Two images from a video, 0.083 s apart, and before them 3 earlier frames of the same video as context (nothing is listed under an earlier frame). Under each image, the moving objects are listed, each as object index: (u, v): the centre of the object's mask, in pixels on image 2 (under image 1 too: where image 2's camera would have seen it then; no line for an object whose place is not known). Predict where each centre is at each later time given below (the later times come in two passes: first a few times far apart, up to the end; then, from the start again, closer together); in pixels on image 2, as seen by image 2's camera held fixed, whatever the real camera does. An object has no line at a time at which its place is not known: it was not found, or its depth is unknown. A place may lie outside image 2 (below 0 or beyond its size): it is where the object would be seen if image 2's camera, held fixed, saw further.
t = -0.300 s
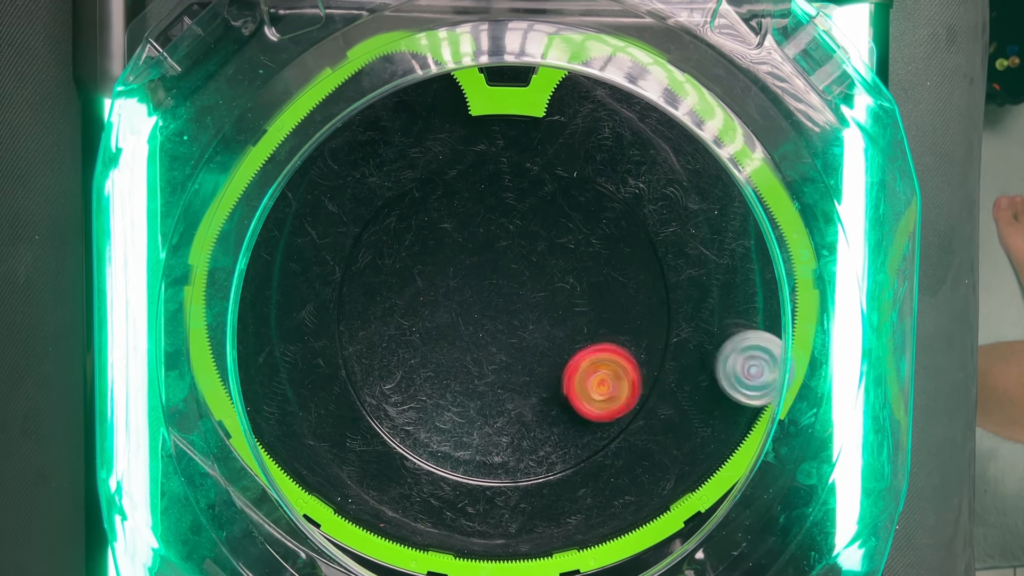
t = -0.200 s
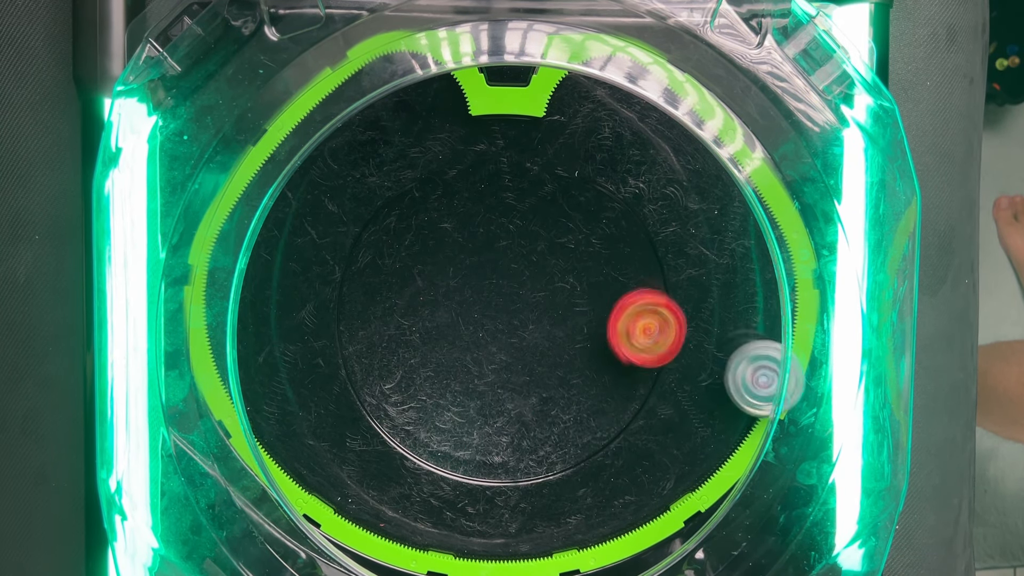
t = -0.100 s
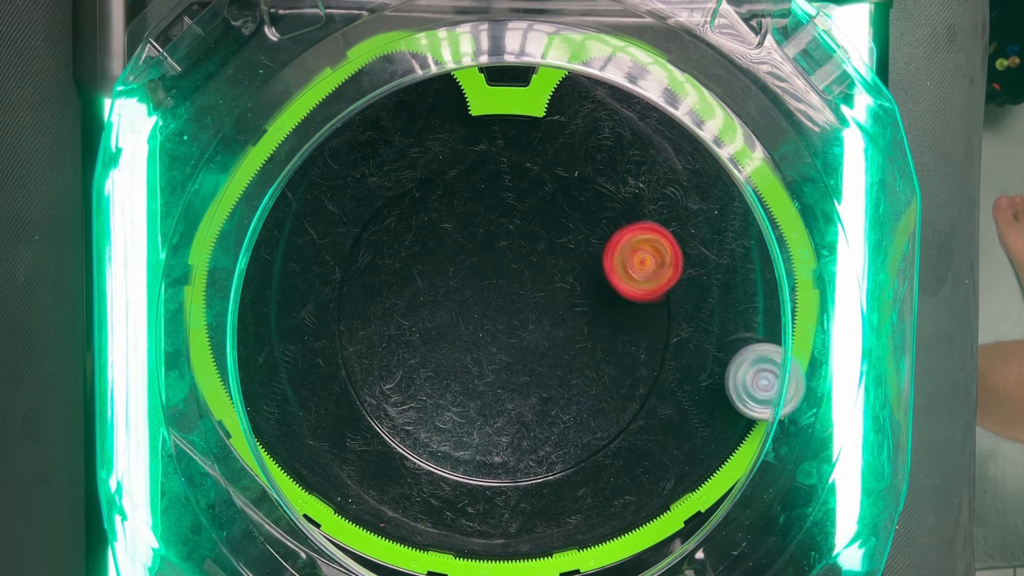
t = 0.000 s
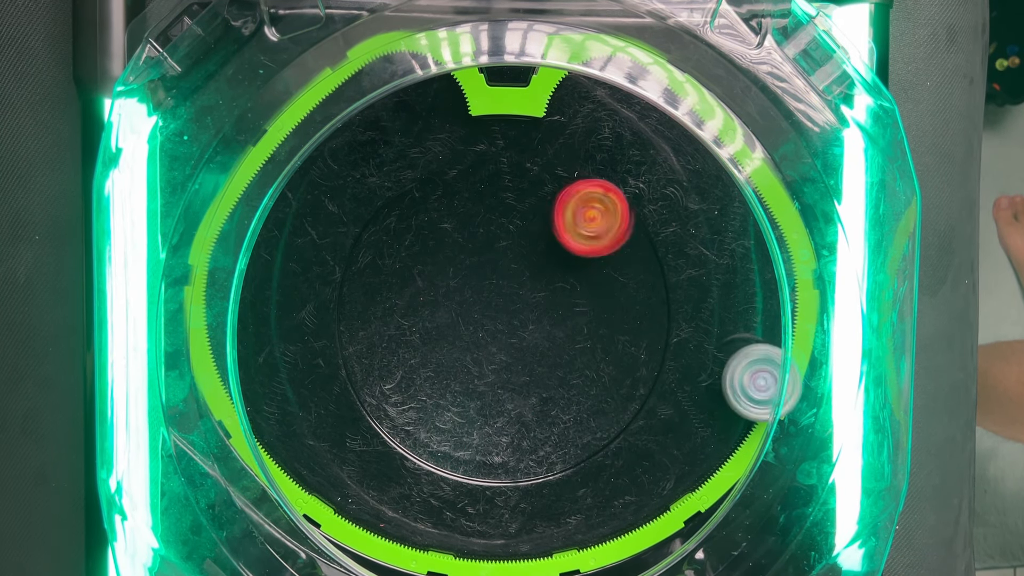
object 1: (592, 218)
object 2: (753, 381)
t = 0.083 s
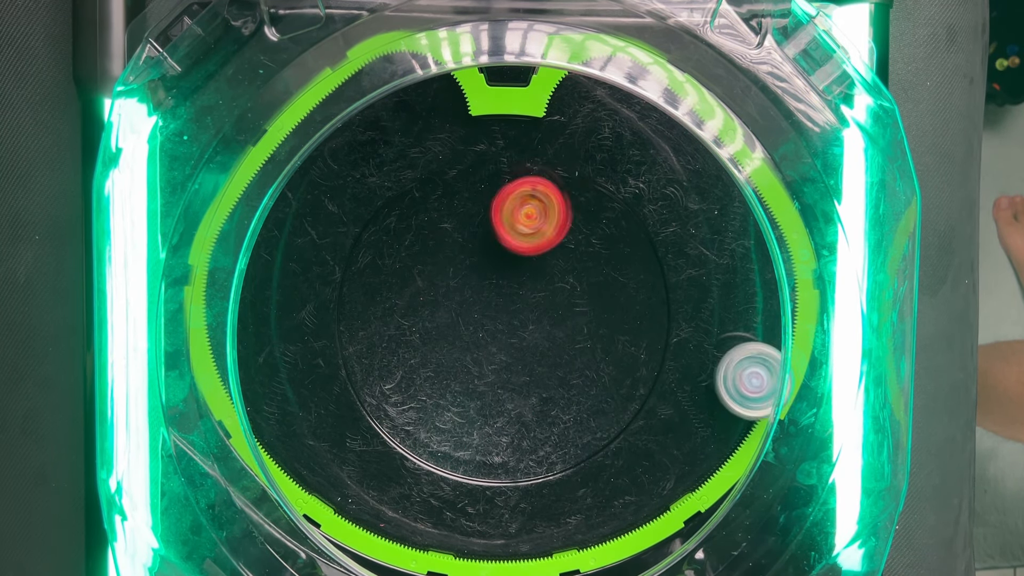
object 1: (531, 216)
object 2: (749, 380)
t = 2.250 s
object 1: (504, 393)
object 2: (457, 214)
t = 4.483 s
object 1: (454, 268)
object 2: (572, 284)
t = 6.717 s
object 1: (466, 272)
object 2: (535, 306)
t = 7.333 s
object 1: (466, 272)
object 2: (537, 302)
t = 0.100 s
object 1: (518, 220)
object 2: (747, 379)
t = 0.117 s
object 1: (507, 225)
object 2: (746, 378)
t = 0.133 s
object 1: (496, 232)
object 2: (743, 378)
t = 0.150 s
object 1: (486, 239)
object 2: (741, 377)
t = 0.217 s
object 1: (452, 277)
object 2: (721, 371)
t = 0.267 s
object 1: (436, 310)
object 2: (700, 366)
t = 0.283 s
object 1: (434, 321)
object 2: (692, 364)
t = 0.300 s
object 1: (432, 333)
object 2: (684, 361)
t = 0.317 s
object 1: (433, 345)
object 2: (675, 359)
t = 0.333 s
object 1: (434, 356)
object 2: (666, 356)
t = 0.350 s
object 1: (436, 367)
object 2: (655, 353)
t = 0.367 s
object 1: (440, 378)
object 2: (644, 348)
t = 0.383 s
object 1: (445, 388)
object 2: (632, 342)
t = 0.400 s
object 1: (451, 398)
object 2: (619, 335)
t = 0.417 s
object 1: (458, 407)
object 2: (606, 328)
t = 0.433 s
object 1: (467, 415)
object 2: (592, 321)
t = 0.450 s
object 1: (476, 422)
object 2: (578, 314)
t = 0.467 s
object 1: (486, 428)
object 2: (563, 307)
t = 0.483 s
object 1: (497, 433)
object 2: (546, 301)
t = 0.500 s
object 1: (507, 436)
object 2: (530, 296)
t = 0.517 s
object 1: (519, 438)
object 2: (513, 292)
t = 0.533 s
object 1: (530, 438)
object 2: (496, 289)
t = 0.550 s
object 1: (541, 436)
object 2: (480, 287)
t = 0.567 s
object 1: (551, 433)
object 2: (463, 286)
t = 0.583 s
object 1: (562, 429)
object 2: (447, 287)
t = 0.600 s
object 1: (571, 422)
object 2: (431, 288)
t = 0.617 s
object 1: (580, 416)
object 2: (415, 290)
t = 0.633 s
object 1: (587, 407)
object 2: (400, 293)
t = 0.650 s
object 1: (594, 398)
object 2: (386, 297)
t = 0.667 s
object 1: (599, 387)
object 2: (372, 302)
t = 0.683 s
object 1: (604, 377)
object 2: (360, 308)
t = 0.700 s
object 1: (607, 365)
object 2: (347, 315)
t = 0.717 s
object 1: (609, 354)
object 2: (340, 322)
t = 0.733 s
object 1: (609, 341)
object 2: (339, 329)
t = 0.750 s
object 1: (608, 329)
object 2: (339, 336)
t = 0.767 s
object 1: (605, 316)
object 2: (339, 343)
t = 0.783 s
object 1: (601, 305)
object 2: (339, 349)
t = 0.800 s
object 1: (596, 293)
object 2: (340, 355)
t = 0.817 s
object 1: (590, 281)
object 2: (342, 360)
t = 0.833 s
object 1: (583, 270)
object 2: (344, 365)
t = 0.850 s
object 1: (575, 261)
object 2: (346, 370)
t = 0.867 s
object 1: (565, 252)
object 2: (349, 373)
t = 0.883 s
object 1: (555, 244)
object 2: (352, 376)
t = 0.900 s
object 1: (543, 237)
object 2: (357, 379)
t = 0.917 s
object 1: (532, 231)
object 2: (363, 381)
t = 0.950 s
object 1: (507, 224)
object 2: (374, 385)
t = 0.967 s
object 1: (493, 224)
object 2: (379, 387)
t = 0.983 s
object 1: (480, 223)
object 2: (385, 388)
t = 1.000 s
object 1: (467, 225)
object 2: (390, 388)
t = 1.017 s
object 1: (455, 228)
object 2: (396, 388)
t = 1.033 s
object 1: (443, 233)
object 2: (401, 387)
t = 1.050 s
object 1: (431, 239)
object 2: (407, 386)
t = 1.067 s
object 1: (421, 246)
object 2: (413, 385)
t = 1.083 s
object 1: (410, 254)
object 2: (418, 383)
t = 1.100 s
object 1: (402, 265)
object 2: (425, 380)
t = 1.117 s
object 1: (394, 275)
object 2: (432, 377)
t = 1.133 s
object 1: (389, 286)
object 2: (440, 373)
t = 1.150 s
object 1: (384, 298)
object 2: (448, 368)
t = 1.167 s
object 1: (382, 309)
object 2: (457, 363)
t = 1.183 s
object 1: (381, 322)
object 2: (466, 357)
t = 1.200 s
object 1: (382, 333)
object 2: (475, 351)
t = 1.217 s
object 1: (384, 346)
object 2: (484, 345)
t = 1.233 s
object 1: (388, 357)
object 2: (493, 337)
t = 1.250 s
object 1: (393, 368)
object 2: (503, 329)
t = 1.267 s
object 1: (401, 378)
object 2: (511, 322)
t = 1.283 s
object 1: (409, 388)
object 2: (520, 313)
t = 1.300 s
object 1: (418, 396)
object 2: (528, 305)
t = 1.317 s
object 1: (429, 404)
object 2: (535, 296)
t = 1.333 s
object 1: (440, 409)
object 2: (543, 287)
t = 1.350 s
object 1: (452, 414)
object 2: (549, 278)
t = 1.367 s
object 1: (465, 417)
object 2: (555, 269)
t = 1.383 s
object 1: (478, 418)
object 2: (561, 260)
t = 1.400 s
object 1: (491, 418)
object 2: (566, 251)
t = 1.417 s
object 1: (505, 417)
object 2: (570, 242)
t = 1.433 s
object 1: (518, 415)
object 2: (573, 232)
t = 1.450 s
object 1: (530, 411)
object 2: (576, 224)
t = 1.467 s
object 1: (542, 405)
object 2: (578, 216)
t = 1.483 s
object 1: (554, 399)
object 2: (578, 208)
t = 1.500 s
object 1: (565, 391)
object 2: (578, 201)
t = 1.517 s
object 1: (574, 383)
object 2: (577, 196)
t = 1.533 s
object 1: (583, 374)
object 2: (577, 191)
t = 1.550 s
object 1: (590, 364)
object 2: (576, 187)
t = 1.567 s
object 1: (597, 353)
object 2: (575, 185)
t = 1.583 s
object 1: (601, 341)
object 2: (574, 184)
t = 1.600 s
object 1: (606, 329)
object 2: (573, 183)
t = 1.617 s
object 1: (608, 317)
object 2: (572, 183)
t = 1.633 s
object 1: (610, 304)
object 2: (571, 183)
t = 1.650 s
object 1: (610, 292)
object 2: (569, 184)
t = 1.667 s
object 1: (608, 279)
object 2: (568, 185)
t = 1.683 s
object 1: (606, 267)
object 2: (566, 186)
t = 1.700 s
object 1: (603, 257)
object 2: (564, 186)
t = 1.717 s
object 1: (604, 259)
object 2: (555, 173)
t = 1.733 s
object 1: (604, 262)
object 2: (547, 161)
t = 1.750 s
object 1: (604, 265)
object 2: (538, 151)
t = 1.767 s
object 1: (602, 269)
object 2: (531, 142)
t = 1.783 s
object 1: (599, 272)
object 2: (525, 135)
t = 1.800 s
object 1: (595, 275)
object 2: (519, 130)
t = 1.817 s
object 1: (591, 278)
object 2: (514, 124)
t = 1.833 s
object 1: (586, 281)
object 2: (510, 123)
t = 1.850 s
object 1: (581, 285)
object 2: (506, 126)
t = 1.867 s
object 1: (576, 288)
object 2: (501, 129)
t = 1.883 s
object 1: (569, 292)
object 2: (497, 130)
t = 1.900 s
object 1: (563, 295)
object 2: (492, 133)
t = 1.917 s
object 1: (557, 299)
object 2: (489, 135)
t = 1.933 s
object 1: (551, 303)
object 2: (486, 137)
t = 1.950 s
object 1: (546, 307)
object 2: (483, 139)
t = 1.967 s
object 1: (541, 312)
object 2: (481, 141)
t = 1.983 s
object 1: (536, 317)
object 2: (479, 143)
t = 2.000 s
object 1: (531, 321)
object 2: (478, 145)
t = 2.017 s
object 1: (527, 326)
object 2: (476, 148)
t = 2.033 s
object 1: (523, 332)
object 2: (475, 150)
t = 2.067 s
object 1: (516, 342)
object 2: (472, 155)
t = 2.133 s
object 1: (507, 364)
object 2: (467, 166)
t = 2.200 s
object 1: (504, 382)
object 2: (462, 187)
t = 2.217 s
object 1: (504, 386)
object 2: (460, 195)
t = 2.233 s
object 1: (504, 390)
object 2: (459, 204)
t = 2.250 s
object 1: (504, 393)
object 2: (457, 214)
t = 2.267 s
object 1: (504, 395)
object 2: (456, 224)
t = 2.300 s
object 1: (505, 397)
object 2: (456, 245)
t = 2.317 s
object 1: (506, 398)
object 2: (456, 256)
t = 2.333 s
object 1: (507, 398)
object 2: (456, 268)
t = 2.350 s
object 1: (508, 398)
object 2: (457, 280)
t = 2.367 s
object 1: (508, 397)
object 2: (459, 292)
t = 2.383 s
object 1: (509, 396)
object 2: (461, 304)
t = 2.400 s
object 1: (510, 394)
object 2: (464, 316)
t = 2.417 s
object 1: (511, 394)
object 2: (468, 324)
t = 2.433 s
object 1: (518, 423)
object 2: (466, 303)
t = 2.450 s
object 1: (526, 456)
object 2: (463, 276)
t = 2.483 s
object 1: (538, 507)
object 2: (459, 228)
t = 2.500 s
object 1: (544, 524)
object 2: (458, 206)
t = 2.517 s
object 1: (549, 541)
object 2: (456, 186)
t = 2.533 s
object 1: (555, 547)
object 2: (456, 167)
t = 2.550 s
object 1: (558, 546)
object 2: (454, 149)
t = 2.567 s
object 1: (559, 541)
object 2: (452, 133)
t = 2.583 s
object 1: (560, 534)
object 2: (451, 120)
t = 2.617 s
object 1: (561, 514)
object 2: (449, 101)
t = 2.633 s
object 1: (561, 504)
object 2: (449, 96)
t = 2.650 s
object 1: (562, 495)
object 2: (448, 90)
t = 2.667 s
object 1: (561, 485)
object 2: (440, 90)
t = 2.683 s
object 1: (561, 474)
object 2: (429, 94)
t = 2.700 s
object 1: (560, 462)
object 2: (421, 96)
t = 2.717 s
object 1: (560, 451)
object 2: (411, 100)
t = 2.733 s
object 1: (558, 440)
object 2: (406, 104)
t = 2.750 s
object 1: (556, 428)
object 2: (399, 107)
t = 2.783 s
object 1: (554, 404)
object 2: (387, 117)
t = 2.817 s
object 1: (548, 379)
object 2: (377, 125)
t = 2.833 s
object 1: (545, 367)
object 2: (375, 129)
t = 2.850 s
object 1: (542, 356)
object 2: (372, 133)
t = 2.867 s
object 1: (539, 343)
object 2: (370, 137)
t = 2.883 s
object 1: (535, 331)
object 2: (370, 141)
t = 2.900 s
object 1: (532, 319)
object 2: (370, 144)
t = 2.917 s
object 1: (529, 309)
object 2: (372, 149)
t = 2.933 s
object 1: (526, 298)
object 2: (376, 154)
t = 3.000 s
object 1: (516, 258)
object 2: (400, 188)
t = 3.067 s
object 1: (510, 225)
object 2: (426, 231)
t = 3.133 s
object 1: (510, 200)
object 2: (449, 282)
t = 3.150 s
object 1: (510, 195)
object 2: (454, 295)
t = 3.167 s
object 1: (511, 192)
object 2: (459, 307)
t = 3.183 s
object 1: (513, 189)
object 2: (465, 319)
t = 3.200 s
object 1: (515, 187)
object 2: (469, 330)
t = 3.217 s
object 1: (517, 186)
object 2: (474, 341)
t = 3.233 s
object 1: (519, 185)
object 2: (478, 351)
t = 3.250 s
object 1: (522, 185)
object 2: (482, 361)
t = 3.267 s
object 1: (524, 186)
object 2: (485, 371)
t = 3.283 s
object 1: (527, 187)
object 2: (488, 381)
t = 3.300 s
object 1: (529, 188)
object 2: (491, 390)
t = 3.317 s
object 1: (532, 191)
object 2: (494, 400)
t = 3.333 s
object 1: (535, 194)
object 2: (496, 409)
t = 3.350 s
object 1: (537, 197)
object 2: (498, 418)
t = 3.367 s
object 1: (540, 200)
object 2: (500, 426)
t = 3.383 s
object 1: (542, 205)
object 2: (502, 435)
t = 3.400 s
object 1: (544, 210)
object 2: (504, 443)
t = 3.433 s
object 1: (548, 221)
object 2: (507, 458)
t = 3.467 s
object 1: (550, 234)
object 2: (509, 473)
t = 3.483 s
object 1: (551, 241)
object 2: (511, 479)
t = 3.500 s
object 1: (550, 248)
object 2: (511, 480)
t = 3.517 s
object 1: (550, 254)
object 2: (512, 480)
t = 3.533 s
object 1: (548, 261)
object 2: (513, 477)
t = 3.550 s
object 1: (546, 268)
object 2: (514, 473)
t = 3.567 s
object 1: (543, 275)
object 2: (515, 467)
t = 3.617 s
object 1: (532, 297)
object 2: (516, 446)
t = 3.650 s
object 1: (523, 312)
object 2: (516, 430)
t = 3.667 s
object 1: (518, 319)
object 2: (515, 423)
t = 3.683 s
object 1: (511, 326)
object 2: (514, 415)
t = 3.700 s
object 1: (507, 333)
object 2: (512, 408)
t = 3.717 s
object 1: (502, 330)
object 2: (509, 411)
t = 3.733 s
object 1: (497, 323)
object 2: (504, 418)
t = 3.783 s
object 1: (486, 302)
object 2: (498, 434)
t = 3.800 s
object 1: (482, 295)
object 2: (495, 437)
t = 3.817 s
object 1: (478, 290)
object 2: (493, 439)
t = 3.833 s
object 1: (474, 285)
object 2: (491, 439)
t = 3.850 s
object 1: (470, 281)
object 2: (489, 436)
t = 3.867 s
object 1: (466, 278)
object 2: (487, 433)
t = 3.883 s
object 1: (463, 275)
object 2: (486, 428)
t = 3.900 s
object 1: (459, 273)
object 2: (485, 421)
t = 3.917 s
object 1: (456, 272)
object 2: (484, 414)
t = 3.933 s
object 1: (453, 271)
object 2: (484, 406)
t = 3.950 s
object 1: (450, 271)
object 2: (483, 397)
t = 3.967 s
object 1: (448, 271)
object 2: (483, 388)
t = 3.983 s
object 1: (446, 273)
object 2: (482, 379)
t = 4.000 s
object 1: (445, 275)
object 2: (482, 371)
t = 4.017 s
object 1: (443, 277)
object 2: (482, 362)
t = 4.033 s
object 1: (441, 280)
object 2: (482, 353)
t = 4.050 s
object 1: (441, 281)
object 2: (482, 345)
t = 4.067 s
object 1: (440, 283)
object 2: (483, 338)
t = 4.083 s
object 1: (438, 279)
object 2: (484, 334)
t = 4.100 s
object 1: (436, 272)
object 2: (488, 336)
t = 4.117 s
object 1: (432, 264)
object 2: (492, 337)
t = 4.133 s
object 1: (430, 258)
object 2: (496, 337)
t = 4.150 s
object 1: (427, 249)
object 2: (499, 337)
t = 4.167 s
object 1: (426, 244)
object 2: (503, 336)
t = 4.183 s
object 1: (424, 240)
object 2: (507, 334)
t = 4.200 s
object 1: (422, 236)
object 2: (511, 330)
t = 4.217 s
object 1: (421, 235)
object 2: (516, 327)
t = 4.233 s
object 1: (420, 233)
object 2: (521, 324)
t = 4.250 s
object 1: (419, 232)
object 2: (525, 321)
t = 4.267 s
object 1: (418, 231)
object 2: (530, 317)
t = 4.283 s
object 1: (419, 232)
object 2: (535, 314)
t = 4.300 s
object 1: (420, 235)
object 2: (539, 311)
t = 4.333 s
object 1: (423, 239)
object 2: (547, 305)
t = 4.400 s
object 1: (434, 251)
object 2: (561, 294)
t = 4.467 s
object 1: (450, 265)
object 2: (570, 285)
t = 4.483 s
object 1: (454, 268)
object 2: (572, 284)
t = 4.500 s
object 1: (459, 271)
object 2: (573, 283)
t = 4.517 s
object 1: (464, 274)
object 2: (574, 283)
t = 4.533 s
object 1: (469, 277)
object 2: (574, 283)
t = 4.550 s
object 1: (473, 280)
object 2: (575, 284)
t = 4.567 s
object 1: (478, 283)
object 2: (574, 285)
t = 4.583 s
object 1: (483, 286)
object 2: (574, 285)
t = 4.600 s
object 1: (487, 289)
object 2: (573, 286)
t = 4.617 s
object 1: (492, 292)
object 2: (571, 286)
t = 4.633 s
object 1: (496, 295)
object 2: (569, 286)
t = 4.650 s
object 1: (500, 298)
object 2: (568, 286)
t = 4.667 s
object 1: (501, 302)
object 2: (571, 287)
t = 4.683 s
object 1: (503, 305)
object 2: (573, 289)
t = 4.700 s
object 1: (504, 309)
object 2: (574, 291)
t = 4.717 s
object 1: (505, 313)
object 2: (574, 292)
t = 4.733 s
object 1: (506, 316)
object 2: (573, 295)
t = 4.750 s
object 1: (507, 320)
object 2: (573, 296)
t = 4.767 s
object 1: (508, 324)
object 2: (573, 298)
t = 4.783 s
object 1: (508, 328)
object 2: (571, 300)
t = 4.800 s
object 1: (507, 331)
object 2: (571, 302)
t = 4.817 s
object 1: (505, 336)
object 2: (573, 304)
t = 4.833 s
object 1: (503, 340)
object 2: (575, 306)
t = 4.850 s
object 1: (502, 343)
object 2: (575, 308)
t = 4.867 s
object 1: (502, 346)
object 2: (574, 310)
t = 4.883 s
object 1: (502, 349)
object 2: (572, 312)
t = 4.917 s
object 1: (501, 353)
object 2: (569, 317)
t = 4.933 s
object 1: (501, 354)
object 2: (567, 319)
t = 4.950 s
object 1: (500, 356)
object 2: (565, 321)
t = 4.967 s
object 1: (500, 356)
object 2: (563, 323)
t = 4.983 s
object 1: (500, 356)
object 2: (560, 325)
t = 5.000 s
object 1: (500, 355)
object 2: (558, 327)
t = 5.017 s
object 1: (496, 354)
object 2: (557, 330)
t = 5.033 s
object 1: (491, 353)
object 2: (559, 332)
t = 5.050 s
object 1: (486, 352)
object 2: (559, 334)
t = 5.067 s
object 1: (482, 351)
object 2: (559, 335)
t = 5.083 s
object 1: (479, 349)
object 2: (558, 336)
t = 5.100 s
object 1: (476, 347)
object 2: (557, 336)
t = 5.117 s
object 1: (475, 344)
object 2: (555, 336)
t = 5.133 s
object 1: (474, 342)
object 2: (554, 336)
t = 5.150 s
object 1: (473, 338)
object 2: (552, 336)
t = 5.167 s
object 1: (473, 336)
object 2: (550, 336)
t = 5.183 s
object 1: (472, 334)
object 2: (548, 336)
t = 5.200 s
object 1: (466, 329)
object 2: (552, 340)
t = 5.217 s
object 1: (459, 326)
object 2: (556, 344)
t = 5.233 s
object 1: (454, 321)
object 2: (559, 347)
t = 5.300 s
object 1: (434, 309)
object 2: (566, 354)
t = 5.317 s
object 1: (430, 306)
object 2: (567, 355)
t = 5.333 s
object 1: (426, 304)
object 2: (569, 356)
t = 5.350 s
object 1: (423, 301)
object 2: (569, 357)
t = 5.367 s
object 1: (421, 299)
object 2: (569, 357)
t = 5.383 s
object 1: (419, 296)
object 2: (569, 357)
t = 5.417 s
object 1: (417, 292)
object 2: (565, 356)
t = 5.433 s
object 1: (416, 290)
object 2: (564, 356)
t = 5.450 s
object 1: (416, 289)
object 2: (562, 355)
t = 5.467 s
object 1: (416, 289)
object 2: (560, 355)
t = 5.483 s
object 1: (416, 289)
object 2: (558, 355)
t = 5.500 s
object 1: (416, 289)
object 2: (556, 355)
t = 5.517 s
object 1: (416, 289)
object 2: (553, 353)
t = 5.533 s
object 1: (417, 290)
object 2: (551, 351)
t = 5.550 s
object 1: (418, 291)
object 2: (549, 350)
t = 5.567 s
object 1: (420, 292)
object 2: (545, 348)
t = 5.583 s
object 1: (422, 294)
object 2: (542, 346)
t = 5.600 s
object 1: (424, 296)
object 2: (538, 343)
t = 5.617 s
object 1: (427, 297)
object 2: (535, 340)
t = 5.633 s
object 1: (430, 299)
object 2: (532, 337)
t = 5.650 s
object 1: (434, 300)
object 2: (529, 334)
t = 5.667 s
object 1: (438, 301)
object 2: (526, 331)
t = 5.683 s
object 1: (441, 302)
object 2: (524, 328)
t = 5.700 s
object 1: (445, 303)
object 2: (522, 325)
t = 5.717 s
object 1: (449, 303)
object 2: (520, 321)
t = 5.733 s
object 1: (451, 303)
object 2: (521, 319)
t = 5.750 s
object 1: (453, 303)
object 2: (522, 318)
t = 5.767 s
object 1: (455, 301)
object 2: (523, 317)
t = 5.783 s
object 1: (457, 299)
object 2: (524, 317)
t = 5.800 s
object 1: (458, 297)
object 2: (525, 317)
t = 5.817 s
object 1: (460, 295)
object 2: (526, 317)
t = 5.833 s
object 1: (462, 294)
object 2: (526, 317)
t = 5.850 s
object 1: (464, 292)
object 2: (526, 317)
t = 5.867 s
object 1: (466, 290)
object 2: (526, 318)
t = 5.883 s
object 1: (467, 287)
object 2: (526, 317)
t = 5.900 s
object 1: (467, 285)
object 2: (526, 317)
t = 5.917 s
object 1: (465, 282)
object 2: (529, 319)
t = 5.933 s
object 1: (463, 279)
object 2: (532, 321)
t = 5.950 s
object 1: (461, 277)
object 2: (534, 323)
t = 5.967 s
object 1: (460, 275)
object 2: (535, 326)
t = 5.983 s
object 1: (459, 275)
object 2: (536, 328)
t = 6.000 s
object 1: (459, 275)
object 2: (535, 330)
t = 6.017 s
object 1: (460, 275)
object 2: (534, 331)
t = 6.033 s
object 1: (460, 275)
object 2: (532, 332)
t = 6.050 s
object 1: (460, 274)
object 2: (530, 333)
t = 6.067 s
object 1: (461, 274)
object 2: (527, 334)
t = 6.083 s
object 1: (461, 274)
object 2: (525, 334)
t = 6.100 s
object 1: (461, 274)
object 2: (523, 334)
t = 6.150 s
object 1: (462, 274)
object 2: (516, 335)
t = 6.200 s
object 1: (463, 274)
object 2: (509, 333)
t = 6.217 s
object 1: (463, 274)
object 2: (506, 333)
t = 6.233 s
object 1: (463, 274)
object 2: (503, 333)
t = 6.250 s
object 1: (464, 274)
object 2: (501, 330)
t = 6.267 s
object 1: (464, 274)
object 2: (499, 329)
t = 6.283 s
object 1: (464, 274)
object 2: (497, 327)
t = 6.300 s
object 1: (463, 273)
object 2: (495, 325)
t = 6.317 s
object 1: (463, 273)
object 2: (494, 324)
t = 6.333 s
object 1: (463, 273)
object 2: (493, 321)
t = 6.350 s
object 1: (463, 272)
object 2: (492, 319)
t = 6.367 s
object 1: (463, 272)
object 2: (492, 318)
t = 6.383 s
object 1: (463, 272)
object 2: (493, 317)
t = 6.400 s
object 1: (463, 272)
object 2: (494, 317)
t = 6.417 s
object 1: (464, 272)
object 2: (495, 318)
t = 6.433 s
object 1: (464, 271)
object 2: (496, 319)
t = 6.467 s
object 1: (465, 272)
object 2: (500, 318)
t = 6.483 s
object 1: (465, 271)
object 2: (502, 319)
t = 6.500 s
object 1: (465, 271)
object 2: (505, 320)
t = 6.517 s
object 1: (465, 272)
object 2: (507, 319)
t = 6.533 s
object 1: (465, 272)
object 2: (508, 318)
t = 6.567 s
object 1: (466, 272)
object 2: (513, 316)
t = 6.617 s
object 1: (466, 272)
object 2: (520, 310)
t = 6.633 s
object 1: (466, 272)
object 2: (523, 308)
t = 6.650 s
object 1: (466, 272)
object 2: (525, 307)
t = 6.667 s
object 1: (466, 272)
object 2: (528, 307)
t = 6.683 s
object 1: (466, 272)
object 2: (530, 306)
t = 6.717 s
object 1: (466, 272)
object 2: (535, 306)
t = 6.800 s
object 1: (466, 272)
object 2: (543, 305)
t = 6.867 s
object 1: (466, 272)
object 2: (541, 303)
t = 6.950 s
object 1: (466, 272)
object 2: (536, 301)
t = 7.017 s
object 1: (466, 272)
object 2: (538, 303)
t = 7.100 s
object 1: (466, 272)
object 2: (541, 305)
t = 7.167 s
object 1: (466, 272)
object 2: (541, 305)
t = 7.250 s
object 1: (466, 272)
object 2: (538, 302)
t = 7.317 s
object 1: (466, 272)
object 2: (537, 302)
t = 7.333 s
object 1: (466, 272)
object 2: (537, 302)
